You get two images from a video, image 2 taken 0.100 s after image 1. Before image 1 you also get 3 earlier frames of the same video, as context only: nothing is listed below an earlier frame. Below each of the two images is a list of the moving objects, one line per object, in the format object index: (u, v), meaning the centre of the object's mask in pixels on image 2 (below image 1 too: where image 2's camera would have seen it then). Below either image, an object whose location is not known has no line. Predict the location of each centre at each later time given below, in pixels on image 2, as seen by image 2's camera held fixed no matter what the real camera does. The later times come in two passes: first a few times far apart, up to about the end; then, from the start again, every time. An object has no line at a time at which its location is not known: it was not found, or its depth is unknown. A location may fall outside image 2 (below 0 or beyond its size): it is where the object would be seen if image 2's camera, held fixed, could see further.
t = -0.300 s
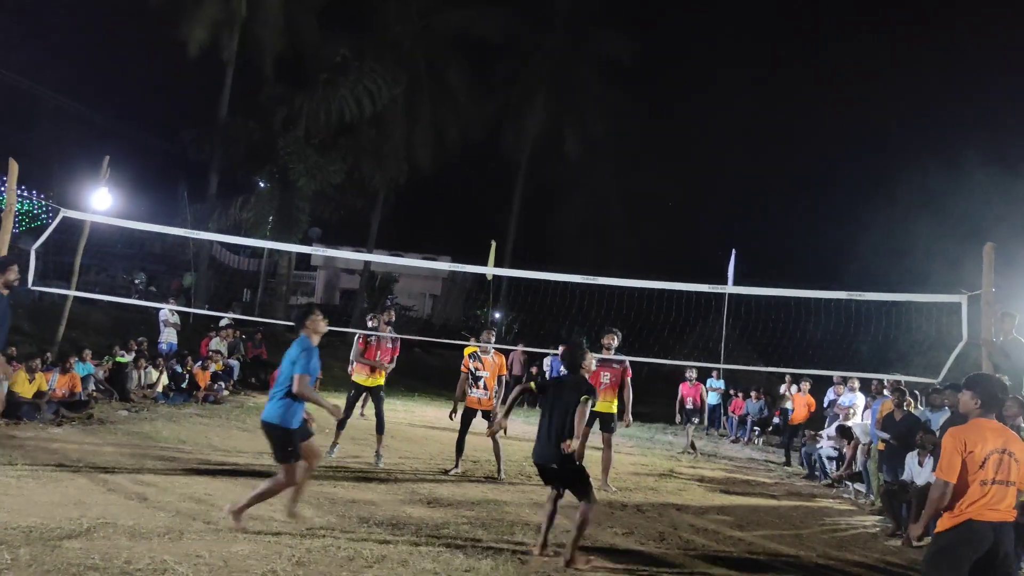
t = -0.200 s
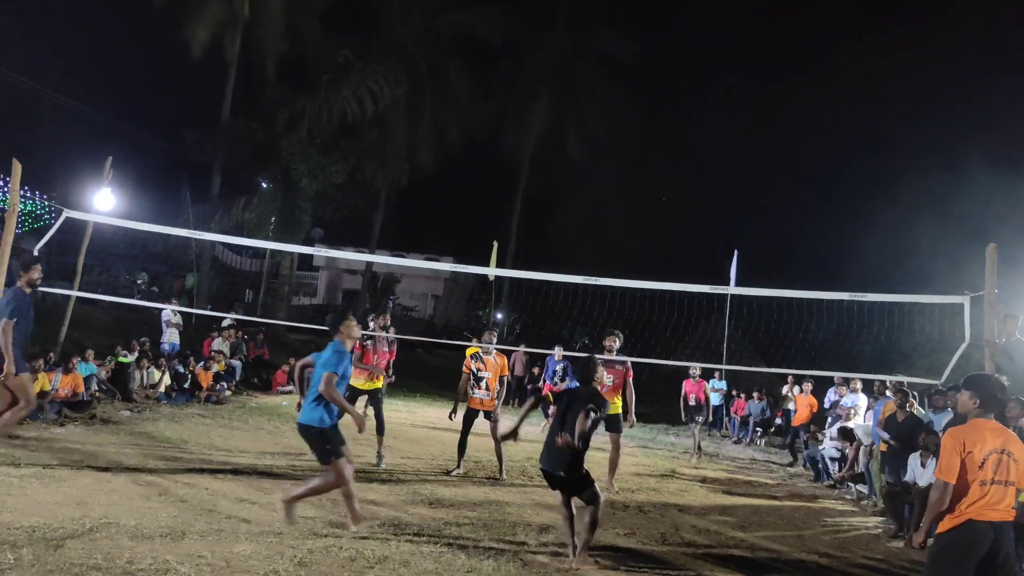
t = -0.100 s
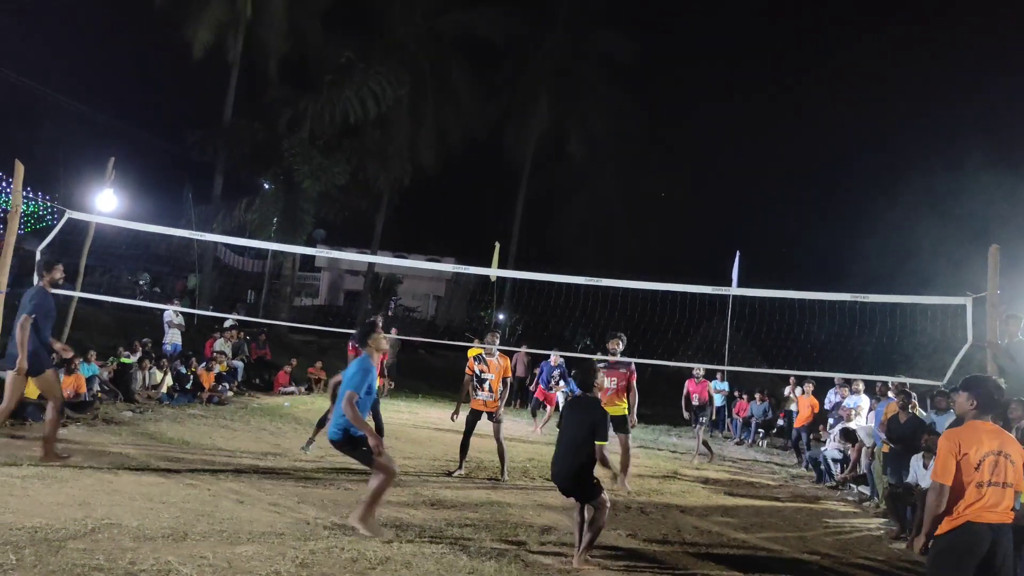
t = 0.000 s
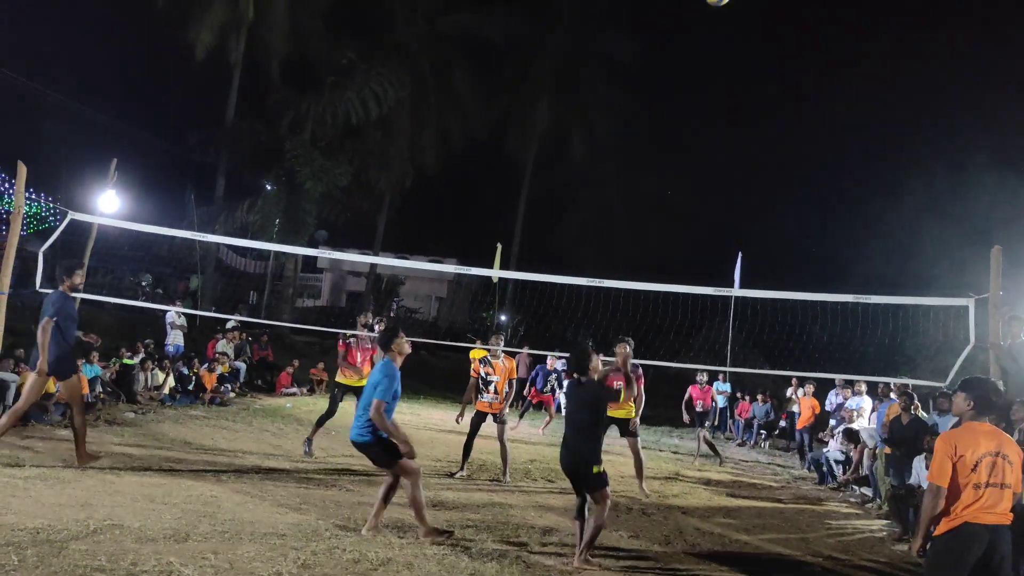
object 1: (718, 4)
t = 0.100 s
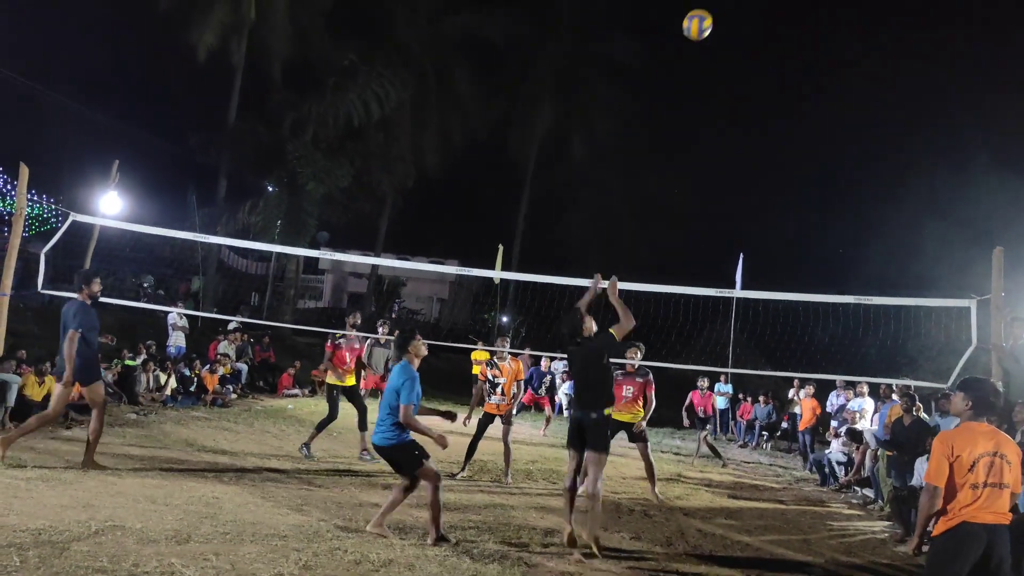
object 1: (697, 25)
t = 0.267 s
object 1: (658, 109)
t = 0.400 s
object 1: (624, 201)
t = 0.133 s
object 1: (690, 38)
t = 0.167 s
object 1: (682, 54)
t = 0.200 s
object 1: (674, 71)
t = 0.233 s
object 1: (666, 89)
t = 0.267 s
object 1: (658, 109)
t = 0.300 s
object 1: (649, 130)
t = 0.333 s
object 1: (641, 152)
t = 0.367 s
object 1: (632, 176)
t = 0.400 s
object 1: (624, 201)
